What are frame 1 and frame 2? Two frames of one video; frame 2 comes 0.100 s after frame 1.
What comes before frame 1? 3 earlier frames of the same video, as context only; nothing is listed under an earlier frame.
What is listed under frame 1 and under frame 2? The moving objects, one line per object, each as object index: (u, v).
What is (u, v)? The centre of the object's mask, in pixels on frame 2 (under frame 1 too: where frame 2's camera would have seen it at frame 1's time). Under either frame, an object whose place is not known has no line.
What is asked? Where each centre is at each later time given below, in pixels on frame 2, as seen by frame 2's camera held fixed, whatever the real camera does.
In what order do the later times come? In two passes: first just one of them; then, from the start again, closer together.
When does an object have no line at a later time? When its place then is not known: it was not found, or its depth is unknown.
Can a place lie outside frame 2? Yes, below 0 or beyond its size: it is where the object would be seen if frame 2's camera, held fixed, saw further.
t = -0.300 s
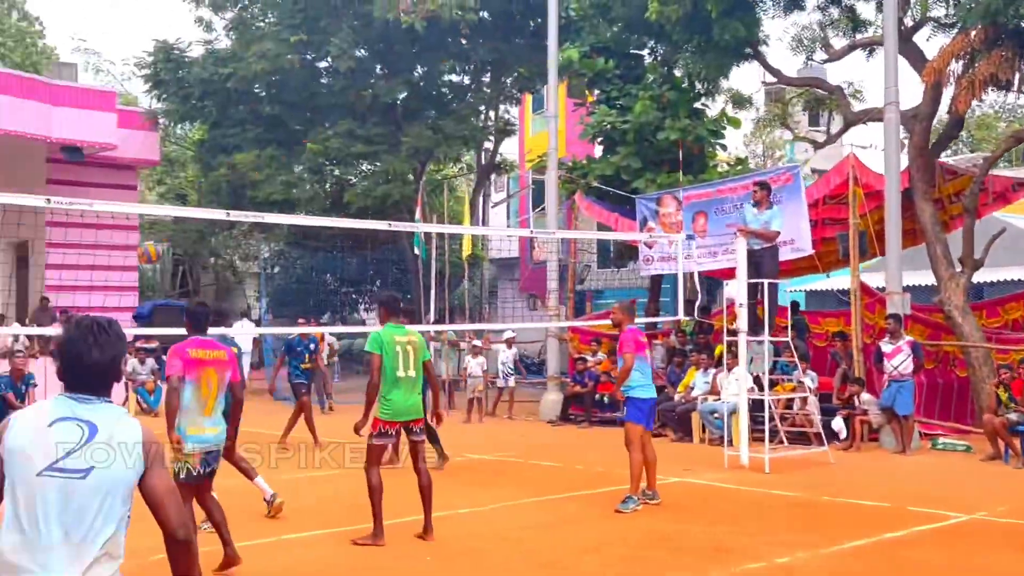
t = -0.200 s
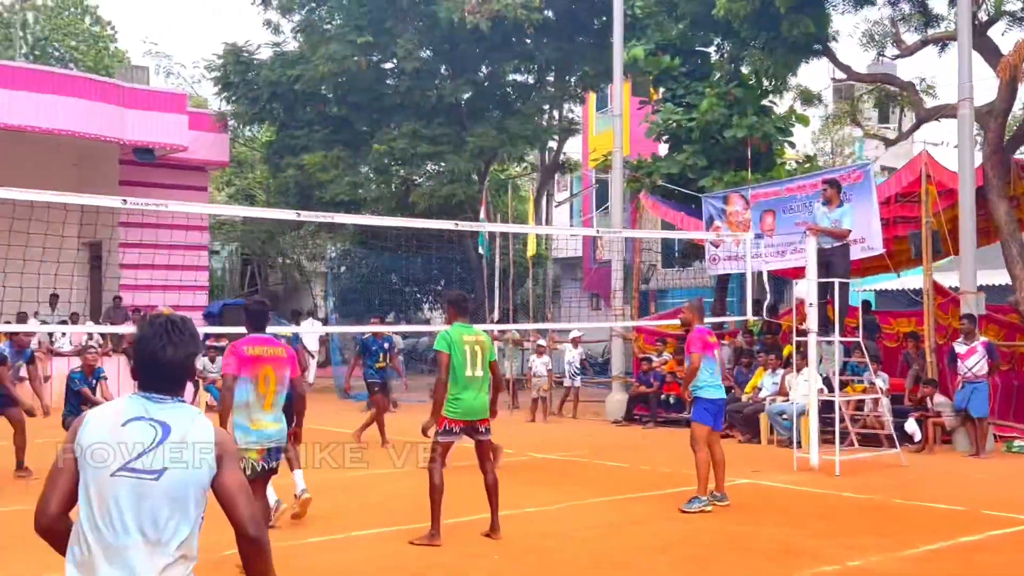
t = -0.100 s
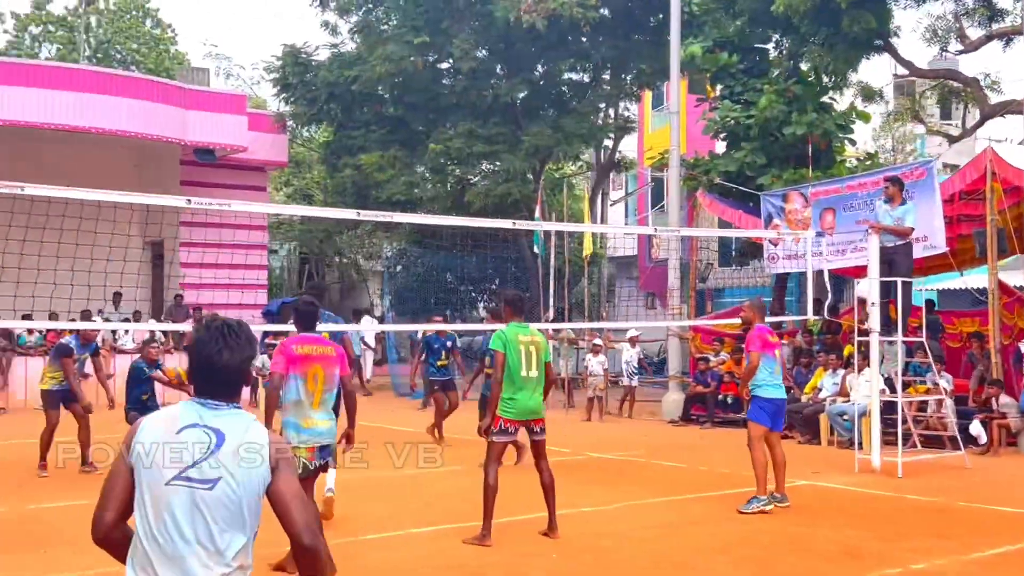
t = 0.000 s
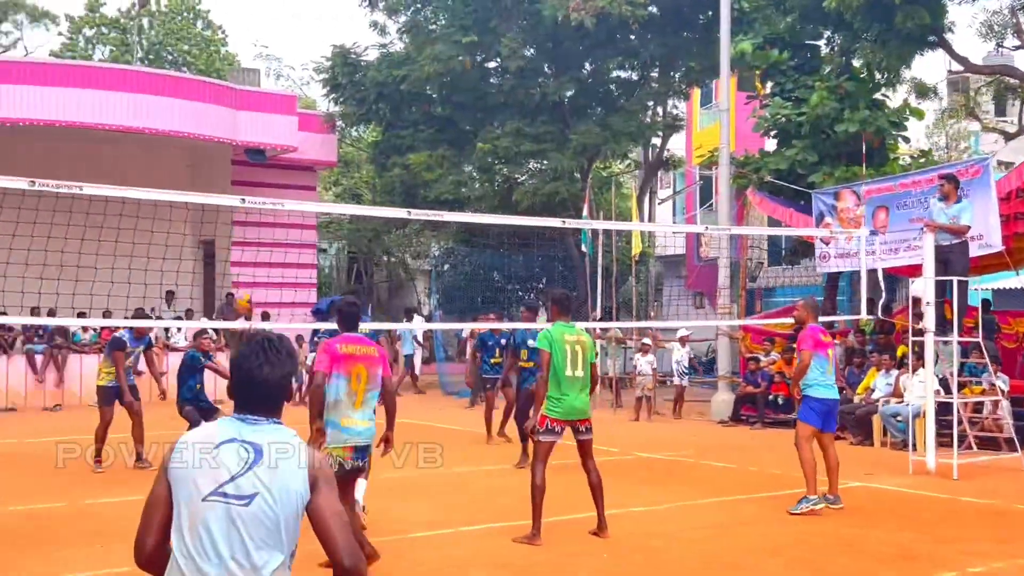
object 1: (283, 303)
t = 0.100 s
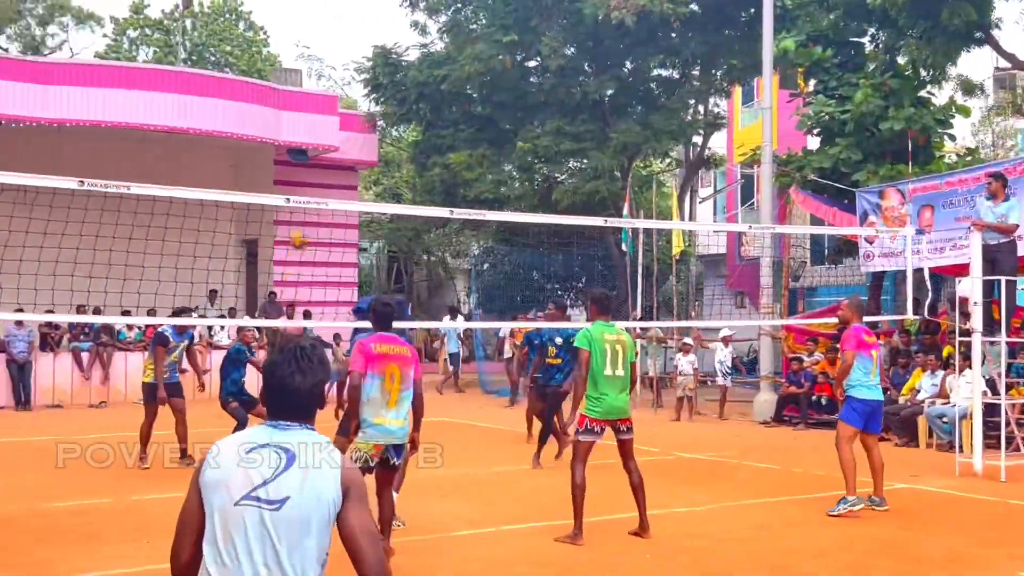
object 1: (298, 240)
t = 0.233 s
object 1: (319, 169)
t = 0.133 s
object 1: (305, 221)
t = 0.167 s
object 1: (309, 195)
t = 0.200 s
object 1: (313, 185)
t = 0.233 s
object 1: (319, 169)
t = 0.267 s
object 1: (323, 156)
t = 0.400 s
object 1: (345, 103)
